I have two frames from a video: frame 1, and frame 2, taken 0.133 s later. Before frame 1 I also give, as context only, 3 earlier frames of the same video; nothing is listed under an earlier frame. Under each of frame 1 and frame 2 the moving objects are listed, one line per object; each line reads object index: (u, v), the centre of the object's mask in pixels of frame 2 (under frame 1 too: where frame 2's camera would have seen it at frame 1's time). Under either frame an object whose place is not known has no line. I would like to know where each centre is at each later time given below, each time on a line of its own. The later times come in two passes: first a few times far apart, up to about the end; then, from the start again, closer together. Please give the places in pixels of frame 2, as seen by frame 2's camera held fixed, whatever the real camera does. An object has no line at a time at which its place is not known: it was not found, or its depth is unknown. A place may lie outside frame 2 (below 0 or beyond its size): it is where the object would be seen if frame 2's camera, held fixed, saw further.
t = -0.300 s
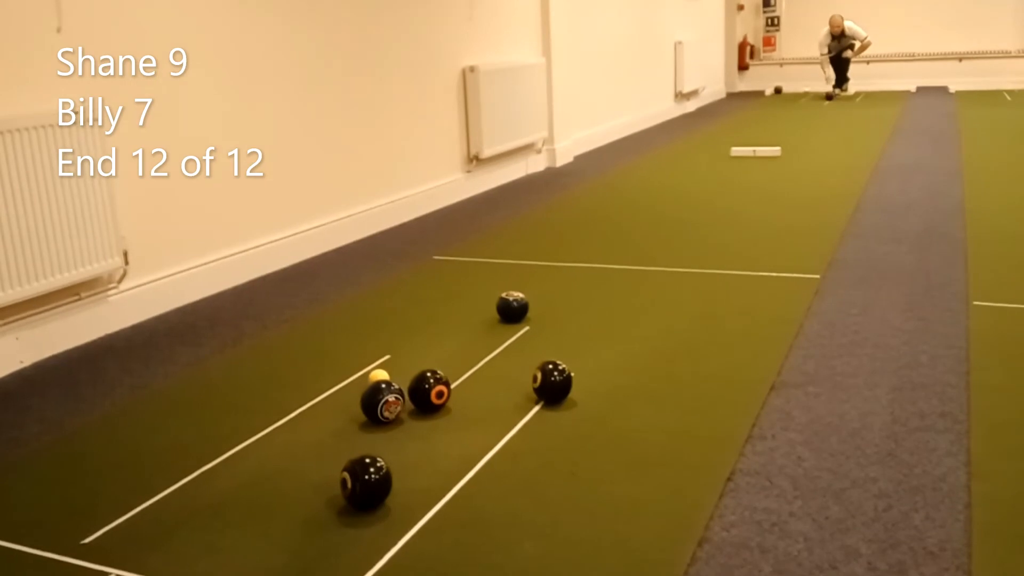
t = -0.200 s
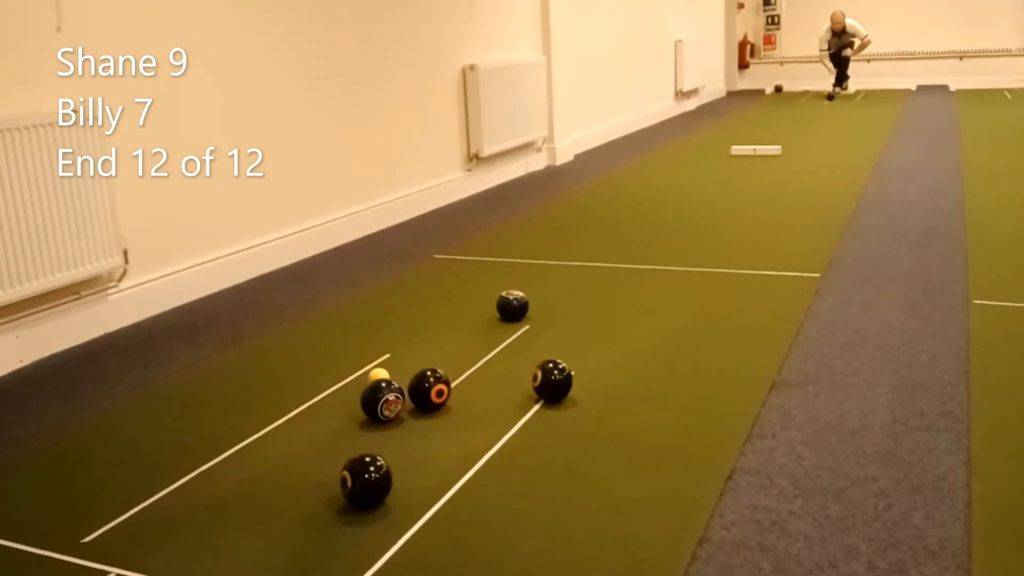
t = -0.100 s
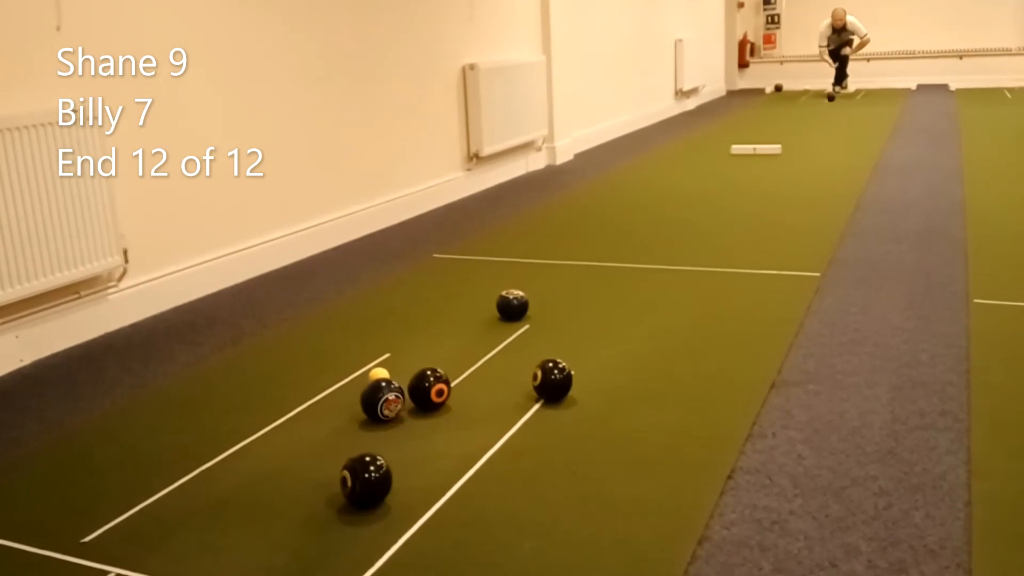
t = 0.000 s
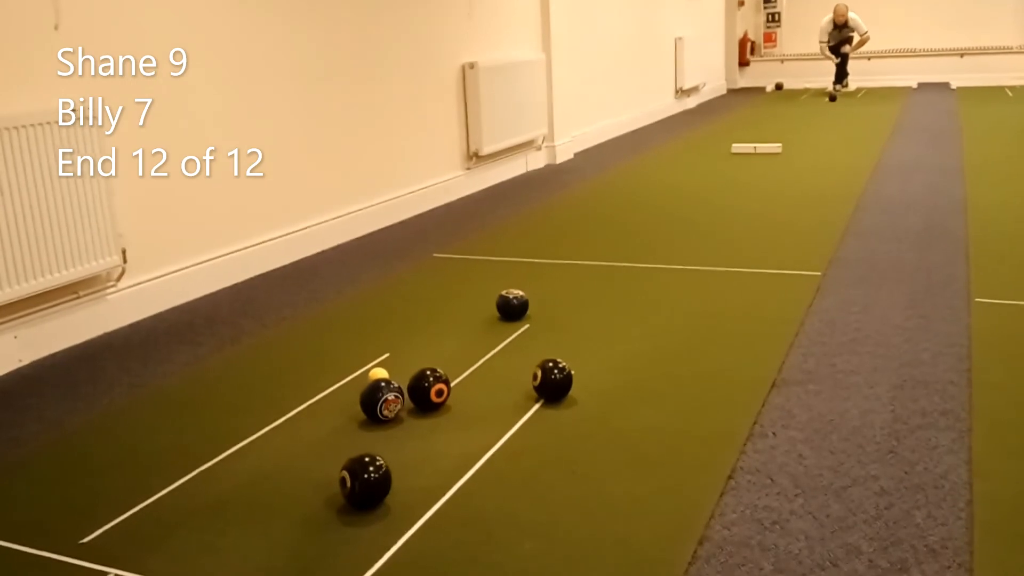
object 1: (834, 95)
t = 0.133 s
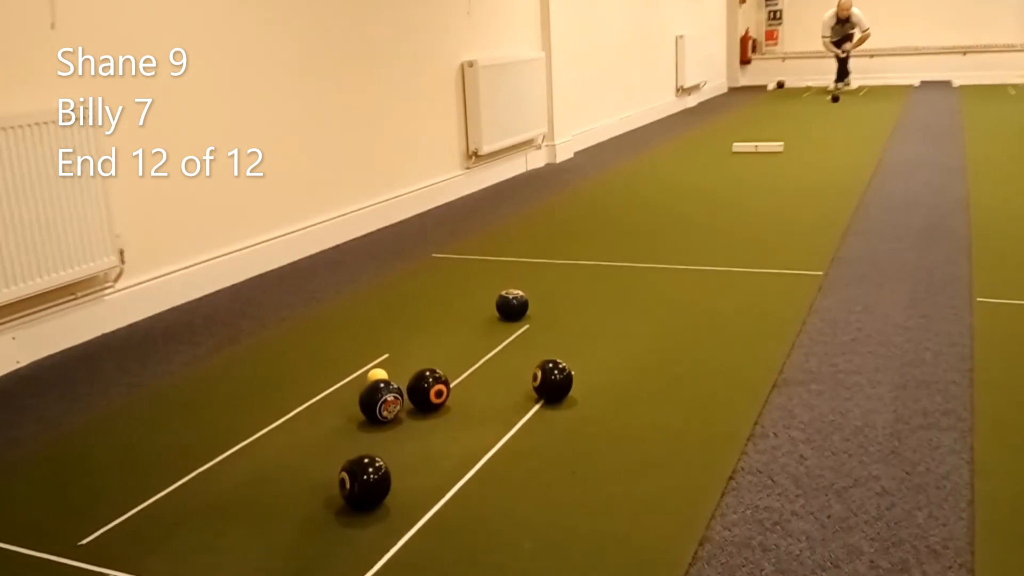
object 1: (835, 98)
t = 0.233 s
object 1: (835, 99)
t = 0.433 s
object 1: (836, 102)
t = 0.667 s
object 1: (836, 106)
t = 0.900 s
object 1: (837, 111)
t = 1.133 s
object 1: (837, 114)
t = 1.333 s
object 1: (836, 119)
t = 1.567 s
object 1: (835, 124)
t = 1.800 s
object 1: (834, 129)
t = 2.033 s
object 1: (832, 135)
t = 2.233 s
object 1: (830, 140)
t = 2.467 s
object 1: (826, 147)
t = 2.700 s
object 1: (822, 153)
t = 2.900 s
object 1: (817, 160)
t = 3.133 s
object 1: (811, 167)
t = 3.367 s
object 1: (803, 175)
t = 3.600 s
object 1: (796, 182)
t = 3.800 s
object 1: (787, 190)
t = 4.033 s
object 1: (776, 198)
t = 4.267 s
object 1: (764, 208)
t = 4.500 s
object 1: (748, 218)
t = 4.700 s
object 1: (734, 228)
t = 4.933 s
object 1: (716, 238)
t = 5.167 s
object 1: (696, 249)
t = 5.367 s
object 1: (678, 258)
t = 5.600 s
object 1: (655, 270)
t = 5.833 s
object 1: (631, 281)
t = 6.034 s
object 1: (609, 290)
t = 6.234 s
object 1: (586, 300)
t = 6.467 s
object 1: (559, 310)
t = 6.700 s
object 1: (532, 320)
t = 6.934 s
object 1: (507, 330)
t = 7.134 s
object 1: (485, 337)
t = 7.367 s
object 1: (461, 346)
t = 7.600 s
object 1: (439, 351)
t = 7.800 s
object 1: (420, 355)
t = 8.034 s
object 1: (400, 361)
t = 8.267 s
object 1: (388, 361)
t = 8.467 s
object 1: (381, 359)
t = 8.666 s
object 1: (375, 358)
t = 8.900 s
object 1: (373, 357)
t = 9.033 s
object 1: (375, 354)
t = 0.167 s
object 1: (835, 98)
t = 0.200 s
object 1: (835, 98)
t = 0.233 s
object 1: (835, 99)
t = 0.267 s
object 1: (835, 99)
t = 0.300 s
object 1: (835, 99)
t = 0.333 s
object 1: (836, 100)
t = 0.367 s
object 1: (836, 100)
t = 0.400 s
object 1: (836, 101)
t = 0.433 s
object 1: (836, 102)
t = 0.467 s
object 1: (836, 102)
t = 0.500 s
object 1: (836, 103)
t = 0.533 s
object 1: (836, 103)
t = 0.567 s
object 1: (836, 104)
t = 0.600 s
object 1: (836, 105)
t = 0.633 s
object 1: (837, 105)
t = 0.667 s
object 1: (836, 106)
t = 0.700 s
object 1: (836, 107)
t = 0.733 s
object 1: (837, 108)
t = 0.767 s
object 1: (837, 108)
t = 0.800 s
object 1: (837, 109)
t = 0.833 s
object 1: (837, 109)
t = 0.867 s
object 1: (837, 110)
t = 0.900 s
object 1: (837, 111)
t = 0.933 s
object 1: (837, 111)
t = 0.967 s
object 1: (837, 112)
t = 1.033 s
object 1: (837, 113)
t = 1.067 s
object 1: (837, 113)
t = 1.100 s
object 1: (837, 114)
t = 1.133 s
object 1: (837, 114)
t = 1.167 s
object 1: (837, 115)
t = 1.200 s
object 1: (837, 116)
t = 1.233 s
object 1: (837, 117)
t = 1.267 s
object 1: (836, 117)
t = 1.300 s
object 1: (836, 118)
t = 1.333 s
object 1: (836, 119)
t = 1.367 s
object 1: (836, 119)
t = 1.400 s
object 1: (836, 120)
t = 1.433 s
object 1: (836, 121)
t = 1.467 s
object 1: (836, 122)
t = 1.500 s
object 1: (836, 122)
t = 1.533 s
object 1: (835, 123)
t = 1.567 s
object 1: (835, 124)
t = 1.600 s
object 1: (835, 124)
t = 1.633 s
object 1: (835, 125)
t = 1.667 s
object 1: (835, 126)
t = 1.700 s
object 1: (835, 127)
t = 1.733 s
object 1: (834, 127)
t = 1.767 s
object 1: (834, 128)
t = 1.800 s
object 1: (834, 129)
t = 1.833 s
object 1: (834, 130)
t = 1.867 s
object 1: (833, 131)
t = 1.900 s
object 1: (833, 132)
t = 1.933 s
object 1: (833, 132)
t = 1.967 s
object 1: (832, 133)
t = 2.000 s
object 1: (832, 134)
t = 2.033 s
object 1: (832, 135)
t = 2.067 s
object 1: (832, 136)
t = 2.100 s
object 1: (832, 137)
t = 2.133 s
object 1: (832, 138)
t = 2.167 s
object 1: (831, 139)
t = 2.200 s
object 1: (831, 139)
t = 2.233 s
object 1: (830, 140)
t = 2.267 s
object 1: (830, 141)
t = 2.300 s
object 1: (829, 142)
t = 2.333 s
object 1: (828, 143)
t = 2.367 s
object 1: (828, 144)
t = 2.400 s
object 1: (827, 145)
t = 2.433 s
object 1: (827, 146)
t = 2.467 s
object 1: (826, 147)
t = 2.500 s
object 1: (826, 148)
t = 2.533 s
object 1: (825, 148)
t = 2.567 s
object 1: (825, 150)
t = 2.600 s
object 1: (824, 150)
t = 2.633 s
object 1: (823, 151)
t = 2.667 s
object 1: (823, 152)
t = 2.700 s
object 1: (822, 153)
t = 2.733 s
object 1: (821, 154)
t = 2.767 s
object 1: (821, 155)
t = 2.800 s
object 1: (820, 156)
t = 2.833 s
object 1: (819, 157)
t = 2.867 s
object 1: (818, 159)
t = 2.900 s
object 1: (817, 160)
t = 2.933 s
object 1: (817, 160)
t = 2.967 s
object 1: (816, 162)
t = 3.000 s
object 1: (815, 163)
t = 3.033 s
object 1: (814, 164)
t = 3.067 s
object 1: (813, 165)
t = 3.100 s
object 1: (812, 166)
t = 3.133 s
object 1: (811, 167)
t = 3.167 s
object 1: (810, 168)
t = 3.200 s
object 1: (809, 169)
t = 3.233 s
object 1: (808, 170)
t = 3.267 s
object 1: (807, 172)
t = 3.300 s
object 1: (806, 173)
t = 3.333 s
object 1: (804, 174)
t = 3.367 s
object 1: (803, 175)
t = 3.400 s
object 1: (802, 176)
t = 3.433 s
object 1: (801, 177)
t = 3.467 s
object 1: (800, 178)
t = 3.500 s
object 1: (798, 180)
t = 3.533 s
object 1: (798, 180)
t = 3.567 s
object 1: (797, 181)
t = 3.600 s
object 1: (796, 182)
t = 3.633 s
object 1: (795, 183)
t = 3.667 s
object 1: (793, 184)
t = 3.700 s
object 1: (792, 186)
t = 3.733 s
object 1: (790, 187)
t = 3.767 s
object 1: (789, 188)
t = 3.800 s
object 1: (787, 190)
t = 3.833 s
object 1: (786, 191)
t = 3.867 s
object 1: (785, 192)
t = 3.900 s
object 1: (783, 193)
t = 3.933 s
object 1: (782, 194)
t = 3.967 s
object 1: (780, 196)
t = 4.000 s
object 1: (778, 197)
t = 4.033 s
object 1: (776, 198)
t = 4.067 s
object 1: (775, 200)
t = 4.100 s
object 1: (773, 201)
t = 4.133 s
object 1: (771, 202)
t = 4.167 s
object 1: (769, 204)
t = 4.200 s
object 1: (768, 205)
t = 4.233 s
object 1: (766, 207)
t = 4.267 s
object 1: (764, 208)
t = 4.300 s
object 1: (762, 209)
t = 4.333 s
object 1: (759, 211)
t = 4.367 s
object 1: (757, 212)
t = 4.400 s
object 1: (755, 214)
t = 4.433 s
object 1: (753, 215)
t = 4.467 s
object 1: (750, 217)
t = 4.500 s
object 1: (748, 218)
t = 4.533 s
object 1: (746, 220)
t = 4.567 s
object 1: (744, 222)
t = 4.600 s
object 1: (741, 223)
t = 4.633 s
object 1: (739, 224)
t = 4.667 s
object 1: (737, 226)
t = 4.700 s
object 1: (734, 228)
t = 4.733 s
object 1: (731, 229)
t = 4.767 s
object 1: (729, 230)
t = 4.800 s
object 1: (726, 232)
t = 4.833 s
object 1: (724, 233)
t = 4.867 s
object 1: (721, 235)
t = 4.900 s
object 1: (719, 236)
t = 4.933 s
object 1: (716, 238)
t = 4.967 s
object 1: (713, 239)
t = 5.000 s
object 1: (711, 241)
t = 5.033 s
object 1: (708, 242)
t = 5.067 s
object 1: (705, 244)
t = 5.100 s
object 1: (702, 246)
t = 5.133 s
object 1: (699, 247)
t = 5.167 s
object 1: (696, 249)
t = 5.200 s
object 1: (693, 250)
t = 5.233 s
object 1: (690, 251)
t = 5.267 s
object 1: (687, 253)
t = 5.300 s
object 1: (684, 255)
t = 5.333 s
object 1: (681, 257)
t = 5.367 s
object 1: (678, 258)
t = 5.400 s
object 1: (675, 260)
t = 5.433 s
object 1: (672, 262)
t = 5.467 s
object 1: (668, 263)
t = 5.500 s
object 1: (665, 265)
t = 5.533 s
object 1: (662, 267)
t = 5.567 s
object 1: (658, 268)
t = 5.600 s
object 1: (655, 270)
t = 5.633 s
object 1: (651, 271)
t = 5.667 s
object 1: (648, 273)
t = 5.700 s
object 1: (644, 274)
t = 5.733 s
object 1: (641, 276)
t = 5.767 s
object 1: (638, 278)
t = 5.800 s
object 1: (634, 280)
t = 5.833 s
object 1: (631, 281)
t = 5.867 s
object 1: (627, 282)
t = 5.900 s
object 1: (624, 284)
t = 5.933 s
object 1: (620, 285)
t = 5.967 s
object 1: (617, 287)
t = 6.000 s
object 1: (613, 289)
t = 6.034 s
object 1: (609, 290)
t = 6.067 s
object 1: (606, 292)
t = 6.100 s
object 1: (602, 293)
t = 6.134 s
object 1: (598, 295)
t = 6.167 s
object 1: (593, 297)
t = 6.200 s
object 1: (590, 298)
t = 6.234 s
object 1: (586, 300)
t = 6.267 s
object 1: (583, 301)
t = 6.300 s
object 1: (579, 303)
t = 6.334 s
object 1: (575, 304)
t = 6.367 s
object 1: (571, 306)
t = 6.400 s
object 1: (567, 307)
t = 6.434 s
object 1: (563, 308)
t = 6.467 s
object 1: (559, 310)
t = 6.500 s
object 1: (555, 312)
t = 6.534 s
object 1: (551, 313)
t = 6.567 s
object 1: (548, 315)
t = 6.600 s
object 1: (543, 316)
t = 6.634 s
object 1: (540, 318)
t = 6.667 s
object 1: (536, 318)
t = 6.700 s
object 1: (532, 320)
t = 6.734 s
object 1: (528, 321)
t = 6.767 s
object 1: (524, 323)
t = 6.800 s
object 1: (521, 324)
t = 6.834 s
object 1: (517, 325)
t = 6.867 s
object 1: (514, 326)
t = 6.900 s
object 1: (510, 328)
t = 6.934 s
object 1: (507, 330)
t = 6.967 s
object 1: (503, 332)
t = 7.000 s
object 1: (499, 333)
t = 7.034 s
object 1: (496, 334)
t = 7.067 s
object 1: (492, 335)
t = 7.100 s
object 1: (488, 336)
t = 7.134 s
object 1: (485, 337)
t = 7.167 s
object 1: (481, 339)
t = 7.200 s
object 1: (477, 340)
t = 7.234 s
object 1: (474, 341)
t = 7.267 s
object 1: (471, 342)
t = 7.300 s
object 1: (467, 343)
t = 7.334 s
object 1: (464, 345)
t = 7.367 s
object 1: (461, 346)
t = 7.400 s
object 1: (458, 347)
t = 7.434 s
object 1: (455, 348)
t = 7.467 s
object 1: (451, 348)
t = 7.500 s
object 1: (448, 349)
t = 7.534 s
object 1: (445, 350)
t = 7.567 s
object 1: (442, 351)
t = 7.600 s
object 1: (439, 351)
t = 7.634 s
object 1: (436, 351)
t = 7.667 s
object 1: (433, 352)
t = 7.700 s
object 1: (429, 352)
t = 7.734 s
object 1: (426, 353)
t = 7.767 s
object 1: (423, 354)
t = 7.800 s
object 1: (420, 355)
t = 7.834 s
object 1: (416, 356)
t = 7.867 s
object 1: (413, 357)
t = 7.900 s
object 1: (410, 358)
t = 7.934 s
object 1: (407, 360)
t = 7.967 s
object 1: (404, 360)
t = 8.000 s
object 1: (402, 361)
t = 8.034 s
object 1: (400, 361)
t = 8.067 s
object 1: (398, 361)
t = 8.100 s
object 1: (396, 361)
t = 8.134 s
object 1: (395, 361)
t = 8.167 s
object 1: (393, 361)
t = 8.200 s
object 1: (391, 361)
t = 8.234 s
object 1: (390, 360)
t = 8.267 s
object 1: (388, 361)
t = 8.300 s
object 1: (387, 360)
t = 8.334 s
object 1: (386, 360)
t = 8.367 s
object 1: (385, 360)
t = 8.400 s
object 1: (383, 359)
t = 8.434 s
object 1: (382, 360)
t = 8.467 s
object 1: (381, 359)
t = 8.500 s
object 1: (379, 359)
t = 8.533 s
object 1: (378, 359)
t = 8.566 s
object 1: (377, 359)
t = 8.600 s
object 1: (376, 359)
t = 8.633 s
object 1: (376, 359)
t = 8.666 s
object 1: (375, 358)
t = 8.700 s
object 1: (374, 358)
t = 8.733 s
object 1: (374, 358)
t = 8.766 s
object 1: (373, 358)
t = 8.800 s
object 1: (373, 358)
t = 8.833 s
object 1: (373, 357)
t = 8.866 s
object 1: (373, 357)
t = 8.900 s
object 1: (373, 357)
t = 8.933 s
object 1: (373, 356)
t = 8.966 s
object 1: (373, 356)
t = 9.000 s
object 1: (374, 355)
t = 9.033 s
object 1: (375, 354)
